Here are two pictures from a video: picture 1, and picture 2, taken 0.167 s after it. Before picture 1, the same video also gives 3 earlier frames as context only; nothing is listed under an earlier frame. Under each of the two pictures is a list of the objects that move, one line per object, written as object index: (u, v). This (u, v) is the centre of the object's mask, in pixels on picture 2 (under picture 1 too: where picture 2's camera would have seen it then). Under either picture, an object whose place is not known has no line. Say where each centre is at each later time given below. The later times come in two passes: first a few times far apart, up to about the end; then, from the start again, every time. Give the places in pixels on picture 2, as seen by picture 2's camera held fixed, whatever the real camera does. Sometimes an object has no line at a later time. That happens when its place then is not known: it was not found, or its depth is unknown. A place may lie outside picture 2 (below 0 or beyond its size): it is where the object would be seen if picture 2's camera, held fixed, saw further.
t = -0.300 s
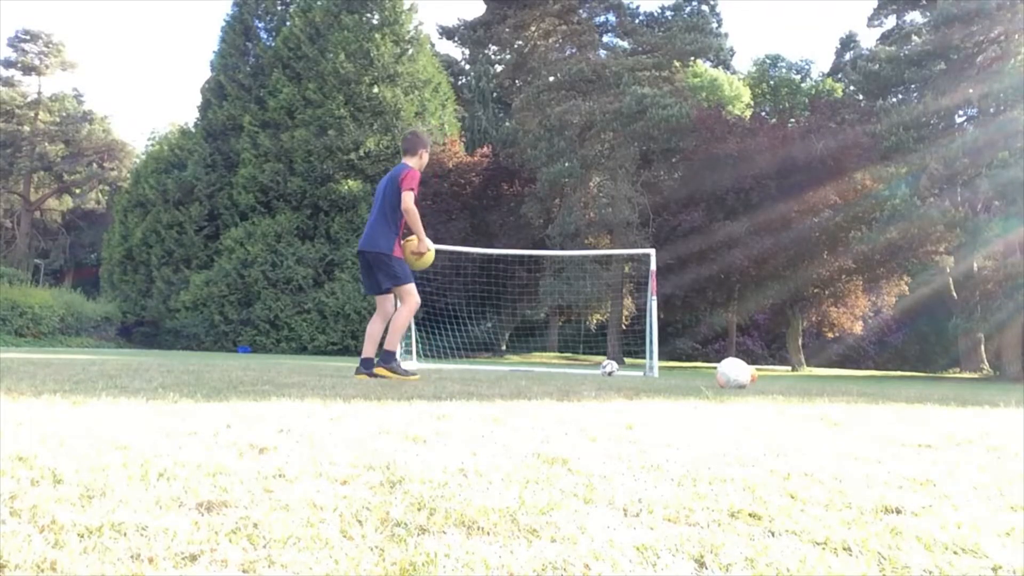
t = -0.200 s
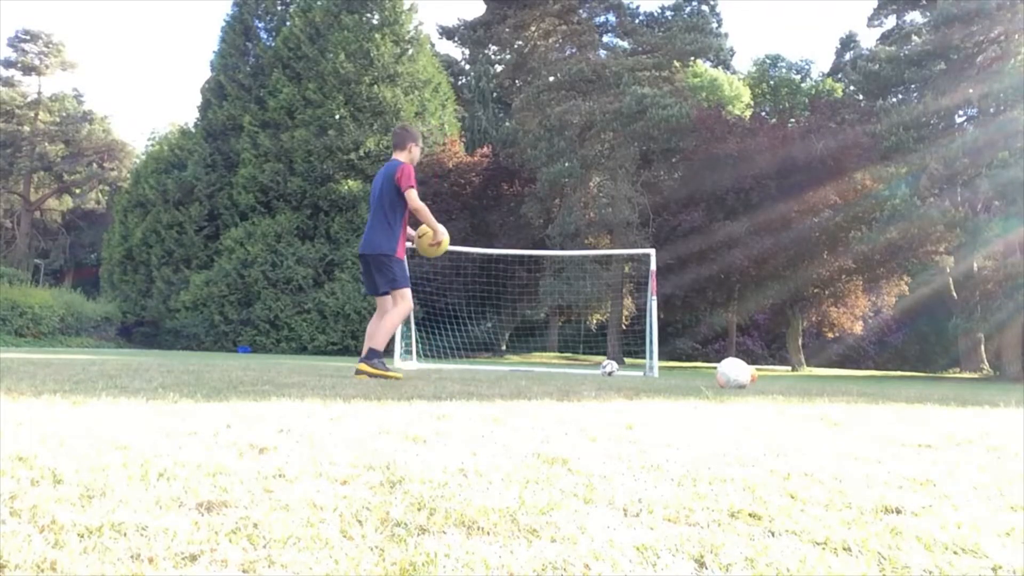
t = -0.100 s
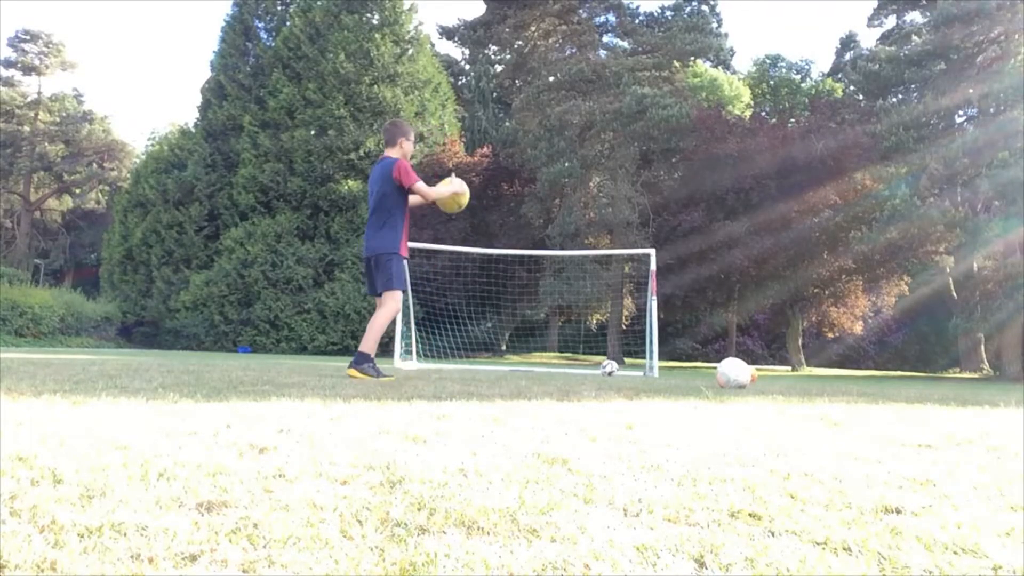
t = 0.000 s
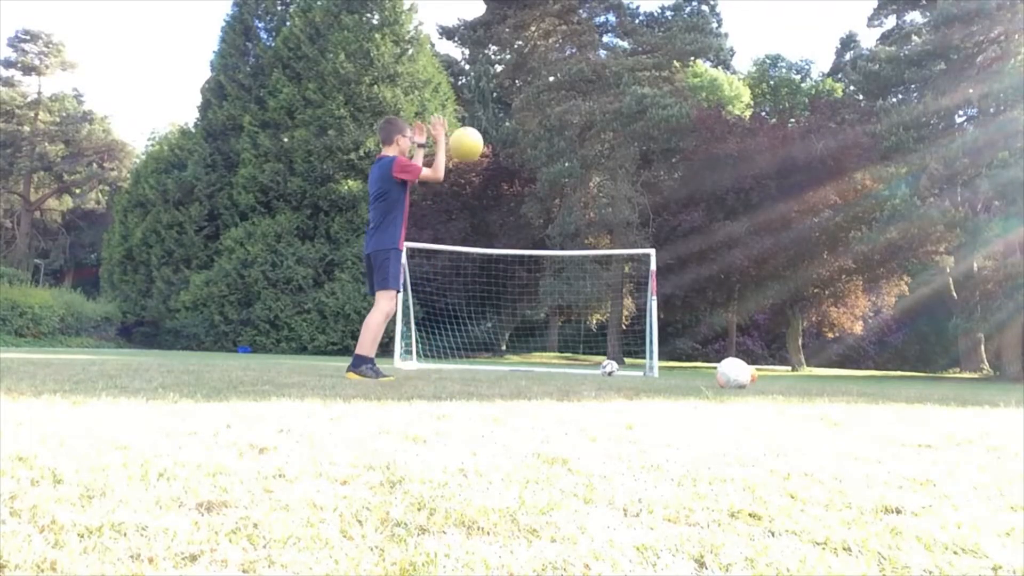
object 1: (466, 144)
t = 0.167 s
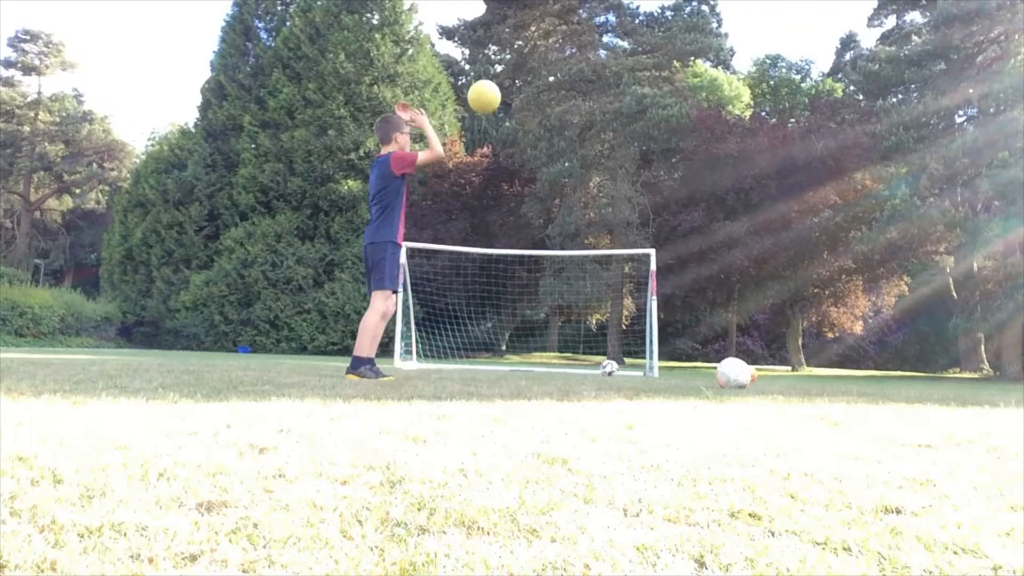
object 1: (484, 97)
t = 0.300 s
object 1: (495, 90)
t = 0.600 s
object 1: (509, 164)
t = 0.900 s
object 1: (514, 352)
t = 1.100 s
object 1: (489, 298)
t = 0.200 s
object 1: (487, 92)
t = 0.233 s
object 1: (490, 90)
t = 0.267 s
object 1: (493, 89)
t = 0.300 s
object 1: (495, 90)
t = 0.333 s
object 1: (497, 92)
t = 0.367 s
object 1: (499, 95)
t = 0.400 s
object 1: (501, 101)
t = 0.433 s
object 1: (503, 108)
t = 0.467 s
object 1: (504, 116)
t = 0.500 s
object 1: (506, 126)
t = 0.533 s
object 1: (507, 137)
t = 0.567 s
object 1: (508, 150)
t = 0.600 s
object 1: (509, 164)
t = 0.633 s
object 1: (510, 180)
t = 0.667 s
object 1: (511, 197)
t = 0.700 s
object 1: (512, 215)
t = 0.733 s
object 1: (512, 234)
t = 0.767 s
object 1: (513, 255)
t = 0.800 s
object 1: (513, 278)
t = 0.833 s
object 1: (513, 301)
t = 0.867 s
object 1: (513, 326)
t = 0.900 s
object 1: (514, 352)
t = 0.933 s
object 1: (512, 367)
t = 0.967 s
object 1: (508, 351)
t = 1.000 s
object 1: (503, 335)
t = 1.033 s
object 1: (499, 321)
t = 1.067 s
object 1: (494, 308)
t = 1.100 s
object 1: (489, 298)
